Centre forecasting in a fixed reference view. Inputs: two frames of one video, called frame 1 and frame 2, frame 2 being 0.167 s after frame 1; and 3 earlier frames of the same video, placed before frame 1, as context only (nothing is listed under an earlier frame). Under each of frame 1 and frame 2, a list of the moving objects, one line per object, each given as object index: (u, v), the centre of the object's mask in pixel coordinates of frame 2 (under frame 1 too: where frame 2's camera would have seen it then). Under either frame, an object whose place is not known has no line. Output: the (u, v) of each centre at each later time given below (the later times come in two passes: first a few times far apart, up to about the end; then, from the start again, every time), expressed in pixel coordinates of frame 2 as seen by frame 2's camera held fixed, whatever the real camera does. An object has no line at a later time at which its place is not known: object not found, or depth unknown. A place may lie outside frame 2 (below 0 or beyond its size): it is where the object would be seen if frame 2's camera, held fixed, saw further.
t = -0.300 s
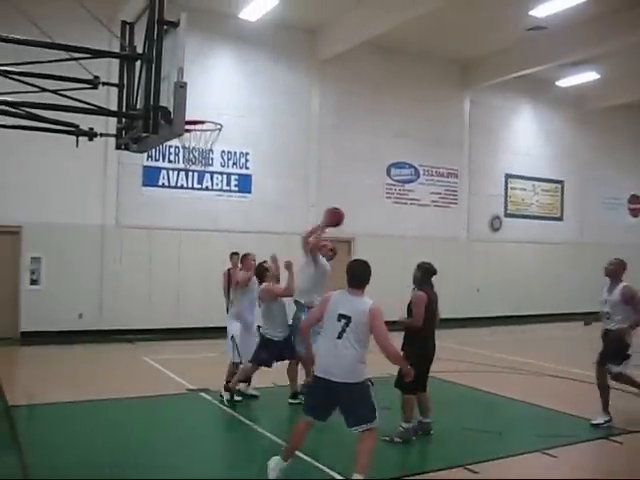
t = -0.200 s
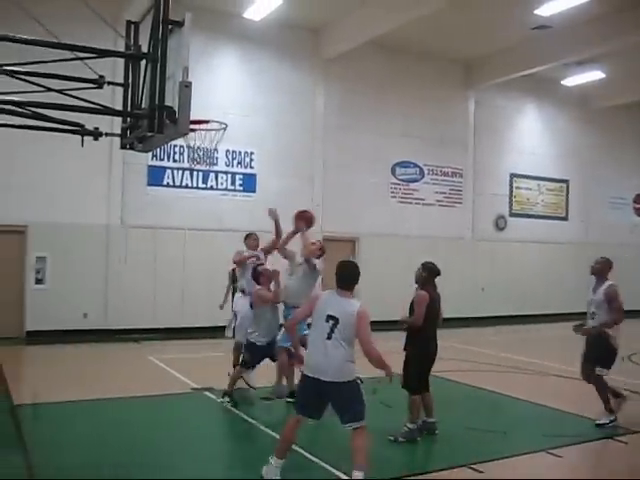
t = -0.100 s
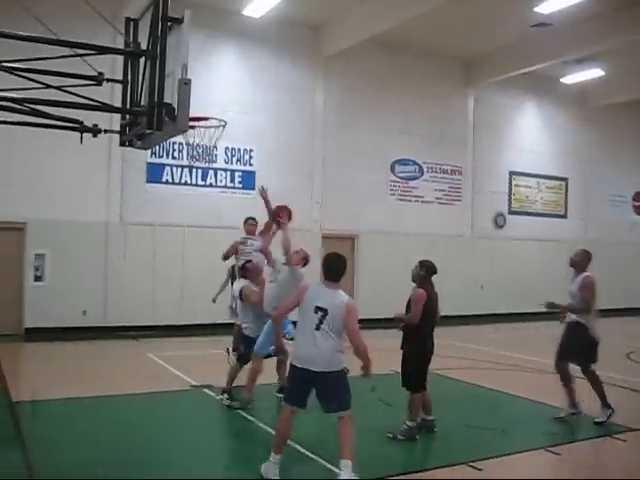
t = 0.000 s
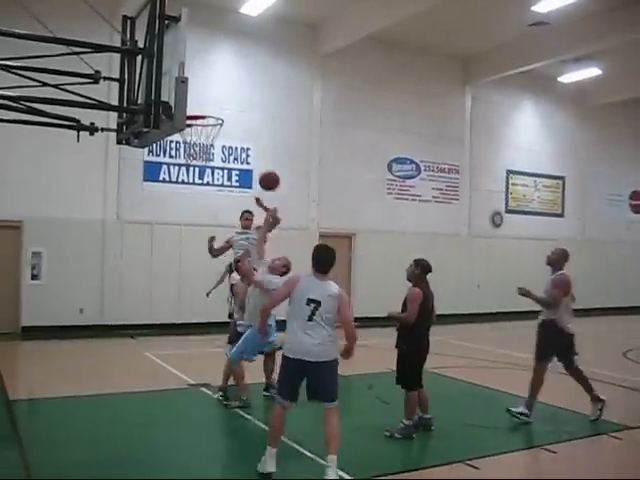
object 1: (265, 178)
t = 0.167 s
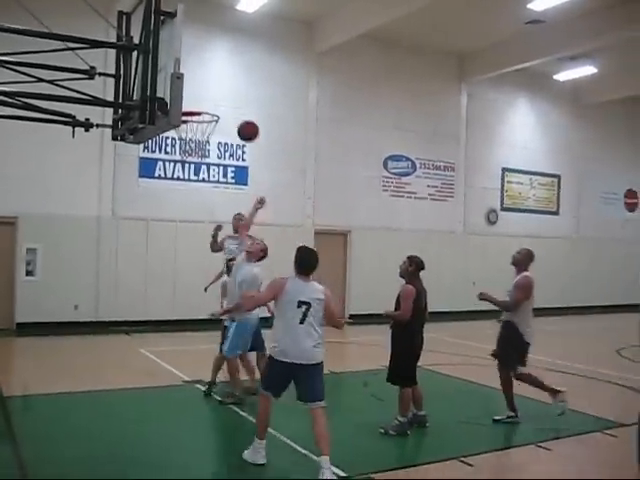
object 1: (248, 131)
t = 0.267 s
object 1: (236, 113)
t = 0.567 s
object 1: (197, 114)
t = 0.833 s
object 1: (175, 157)
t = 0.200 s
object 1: (244, 124)
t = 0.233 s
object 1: (240, 118)
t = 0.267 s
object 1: (236, 113)
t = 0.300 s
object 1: (233, 109)
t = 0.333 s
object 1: (229, 106)
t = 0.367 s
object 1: (224, 104)
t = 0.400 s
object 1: (220, 103)
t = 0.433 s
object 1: (215, 103)
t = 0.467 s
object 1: (211, 104)
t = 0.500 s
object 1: (207, 106)
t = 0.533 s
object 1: (202, 109)
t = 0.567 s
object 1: (197, 114)
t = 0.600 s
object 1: (192, 119)
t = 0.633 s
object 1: (188, 125)
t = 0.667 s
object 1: (184, 133)
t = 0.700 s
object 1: (181, 137)
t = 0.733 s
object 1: (179, 141)
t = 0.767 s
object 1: (178, 145)
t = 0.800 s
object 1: (177, 150)
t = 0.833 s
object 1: (175, 157)
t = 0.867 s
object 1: (174, 166)
